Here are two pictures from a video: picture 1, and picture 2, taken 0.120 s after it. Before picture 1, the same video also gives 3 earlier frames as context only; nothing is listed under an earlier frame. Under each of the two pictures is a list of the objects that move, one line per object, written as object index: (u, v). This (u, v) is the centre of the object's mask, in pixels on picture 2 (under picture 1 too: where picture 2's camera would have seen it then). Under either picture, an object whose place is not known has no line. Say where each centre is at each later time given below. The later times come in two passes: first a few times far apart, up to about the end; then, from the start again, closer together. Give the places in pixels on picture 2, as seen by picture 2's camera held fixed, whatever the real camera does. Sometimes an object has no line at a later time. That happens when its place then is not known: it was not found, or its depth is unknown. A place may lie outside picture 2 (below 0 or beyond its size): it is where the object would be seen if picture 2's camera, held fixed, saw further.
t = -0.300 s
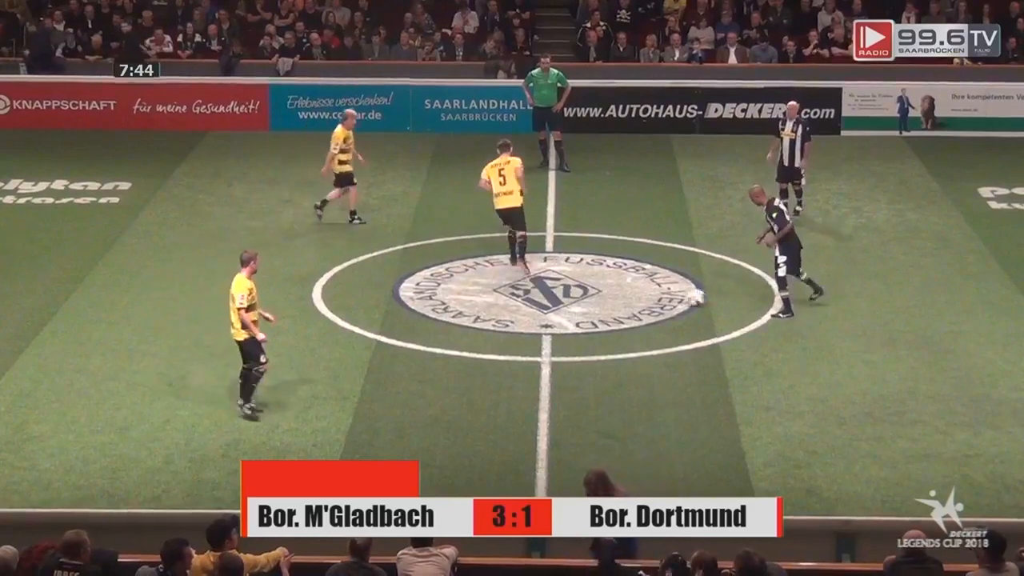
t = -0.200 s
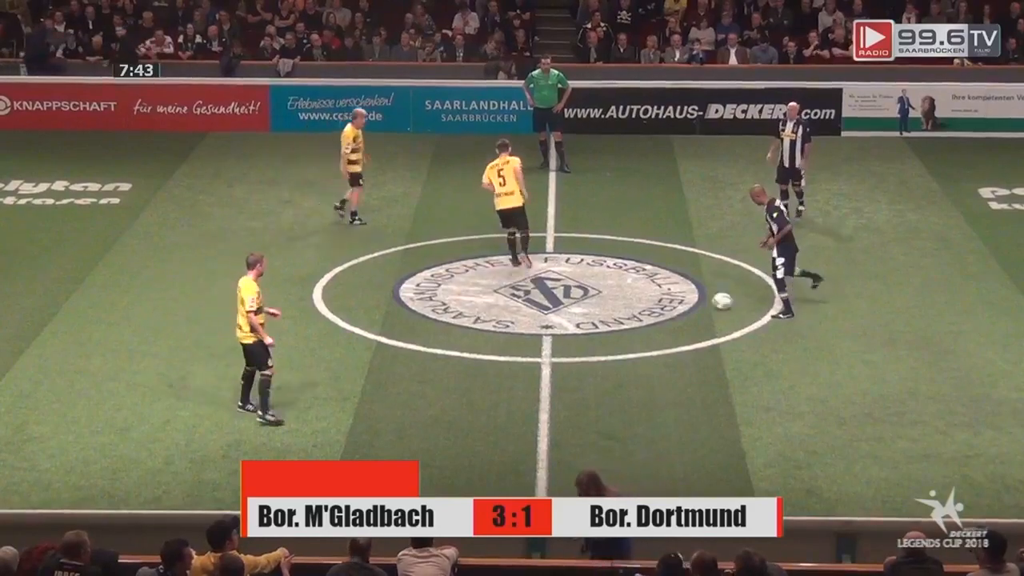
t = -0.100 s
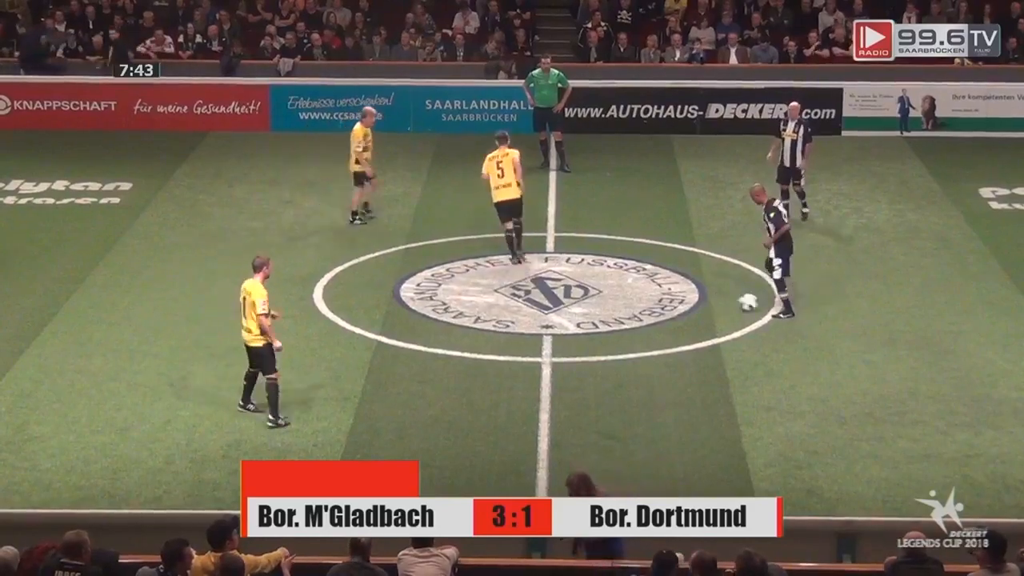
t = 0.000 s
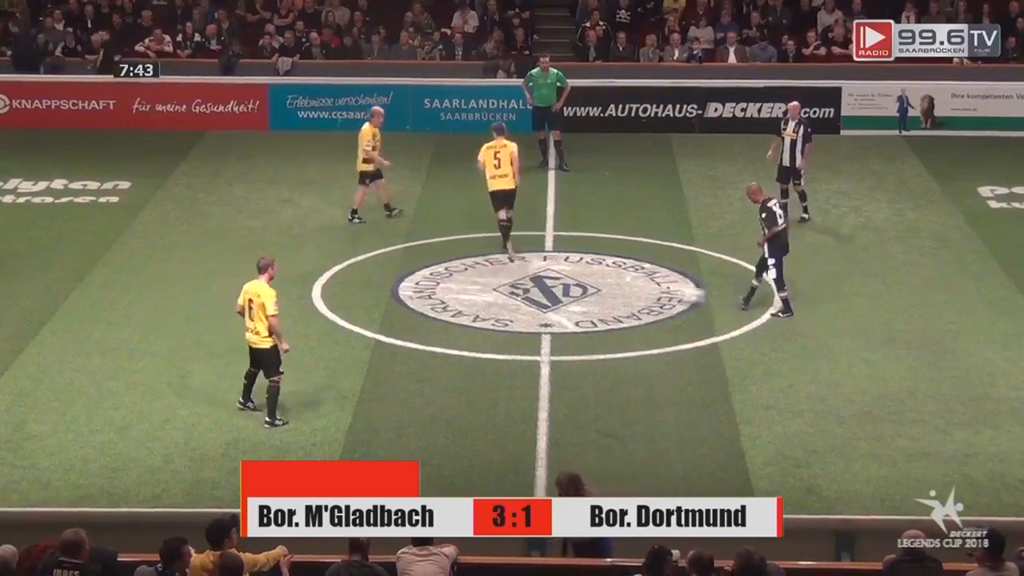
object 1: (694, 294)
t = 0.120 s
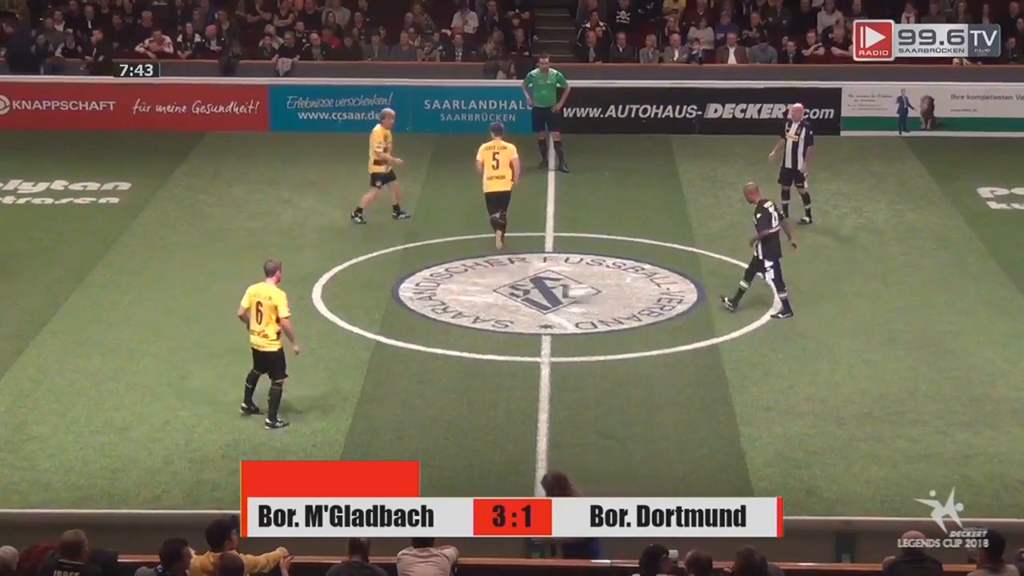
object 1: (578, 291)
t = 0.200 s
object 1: (507, 295)
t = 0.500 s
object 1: (293, 286)
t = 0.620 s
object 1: (217, 284)
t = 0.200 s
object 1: (507, 295)
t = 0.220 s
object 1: (491, 297)
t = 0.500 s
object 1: (293, 286)
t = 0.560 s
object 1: (251, 286)
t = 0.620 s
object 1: (217, 284)
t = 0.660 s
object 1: (196, 283)
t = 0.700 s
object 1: (174, 283)
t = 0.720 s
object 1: (165, 282)
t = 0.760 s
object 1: (145, 281)
